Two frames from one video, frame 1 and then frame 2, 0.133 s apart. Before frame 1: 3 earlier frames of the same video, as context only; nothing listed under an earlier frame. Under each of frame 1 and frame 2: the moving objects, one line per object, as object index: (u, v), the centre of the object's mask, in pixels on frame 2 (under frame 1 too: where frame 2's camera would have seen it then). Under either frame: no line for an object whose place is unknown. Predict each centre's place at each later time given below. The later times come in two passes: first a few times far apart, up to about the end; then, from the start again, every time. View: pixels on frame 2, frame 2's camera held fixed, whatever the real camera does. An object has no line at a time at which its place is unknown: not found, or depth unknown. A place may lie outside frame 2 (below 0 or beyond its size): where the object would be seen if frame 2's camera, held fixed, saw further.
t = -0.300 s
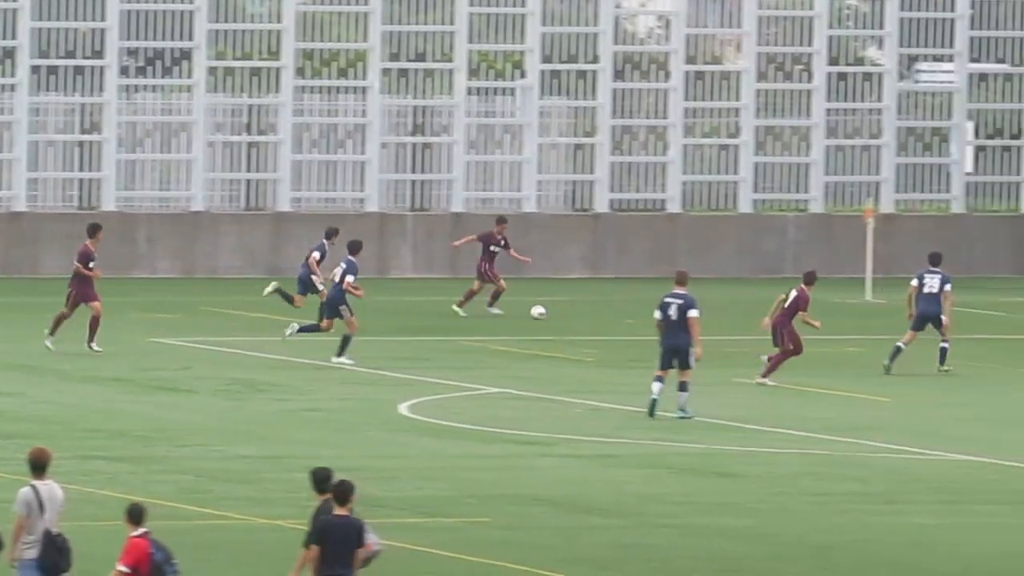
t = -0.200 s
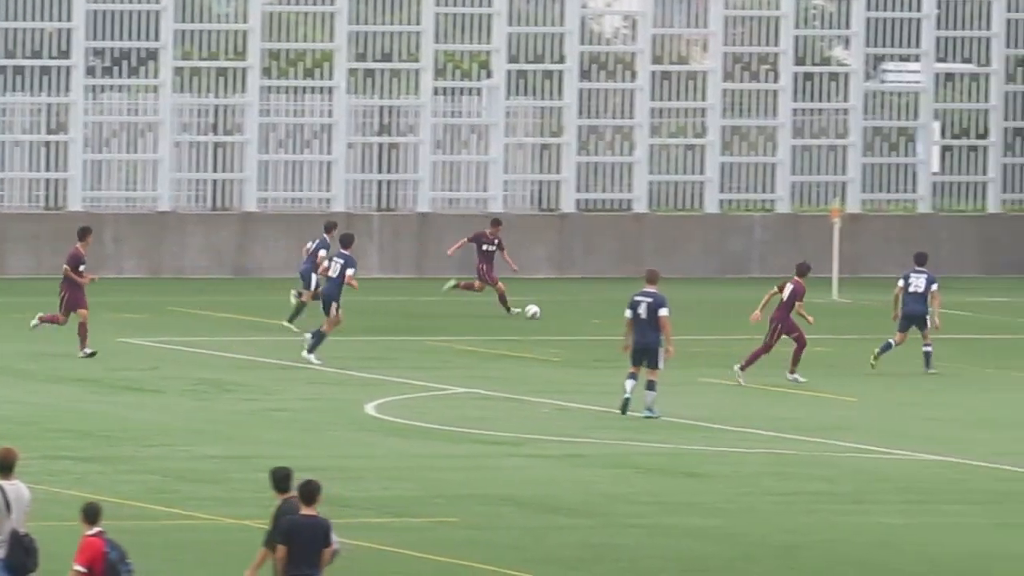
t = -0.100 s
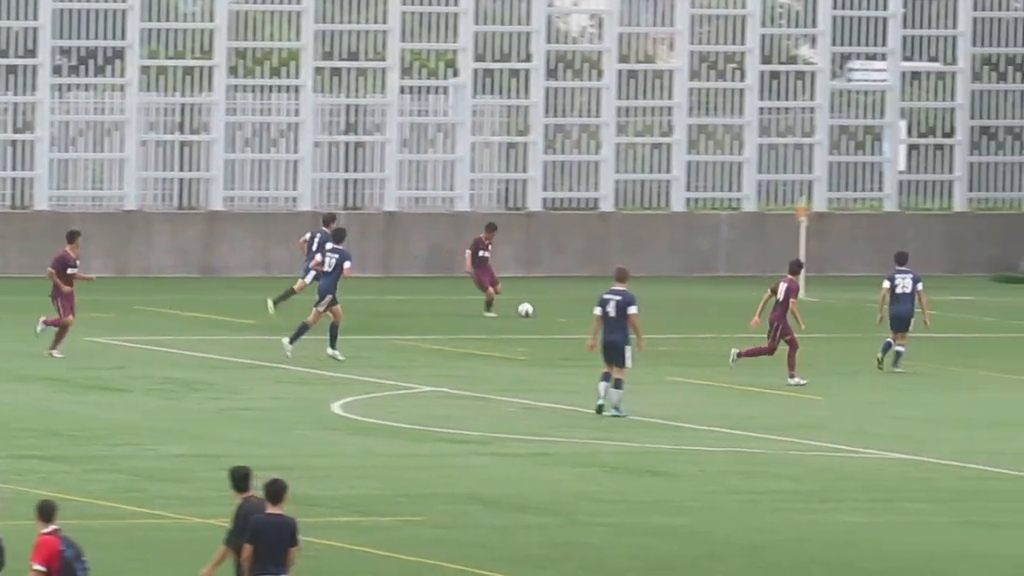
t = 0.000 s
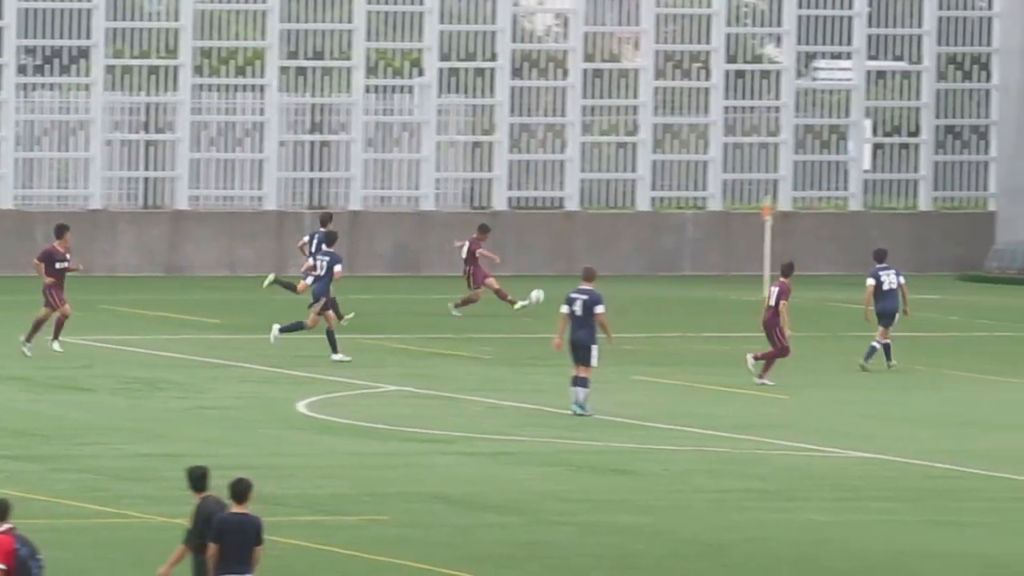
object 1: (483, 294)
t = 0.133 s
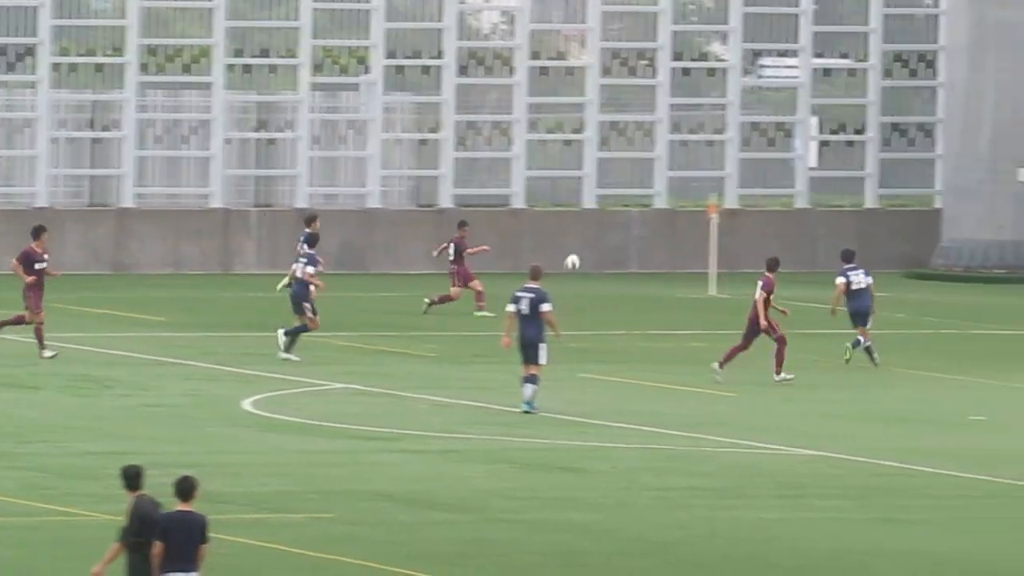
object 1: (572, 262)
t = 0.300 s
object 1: (677, 233)
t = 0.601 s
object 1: (857, 213)
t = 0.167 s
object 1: (594, 255)
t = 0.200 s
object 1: (615, 249)
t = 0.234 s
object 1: (636, 243)
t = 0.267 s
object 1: (656, 238)
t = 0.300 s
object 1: (677, 233)
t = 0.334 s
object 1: (698, 228)
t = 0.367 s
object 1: (718, 224)
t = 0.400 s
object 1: (738, 221)
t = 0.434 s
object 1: (758, 218)
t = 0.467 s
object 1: (778, 216)
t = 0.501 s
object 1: (798, 214)
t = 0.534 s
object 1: (818, 213)
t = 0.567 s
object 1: (838, 213)
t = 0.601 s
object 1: (857, 213)
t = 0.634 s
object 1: (877, 213)
